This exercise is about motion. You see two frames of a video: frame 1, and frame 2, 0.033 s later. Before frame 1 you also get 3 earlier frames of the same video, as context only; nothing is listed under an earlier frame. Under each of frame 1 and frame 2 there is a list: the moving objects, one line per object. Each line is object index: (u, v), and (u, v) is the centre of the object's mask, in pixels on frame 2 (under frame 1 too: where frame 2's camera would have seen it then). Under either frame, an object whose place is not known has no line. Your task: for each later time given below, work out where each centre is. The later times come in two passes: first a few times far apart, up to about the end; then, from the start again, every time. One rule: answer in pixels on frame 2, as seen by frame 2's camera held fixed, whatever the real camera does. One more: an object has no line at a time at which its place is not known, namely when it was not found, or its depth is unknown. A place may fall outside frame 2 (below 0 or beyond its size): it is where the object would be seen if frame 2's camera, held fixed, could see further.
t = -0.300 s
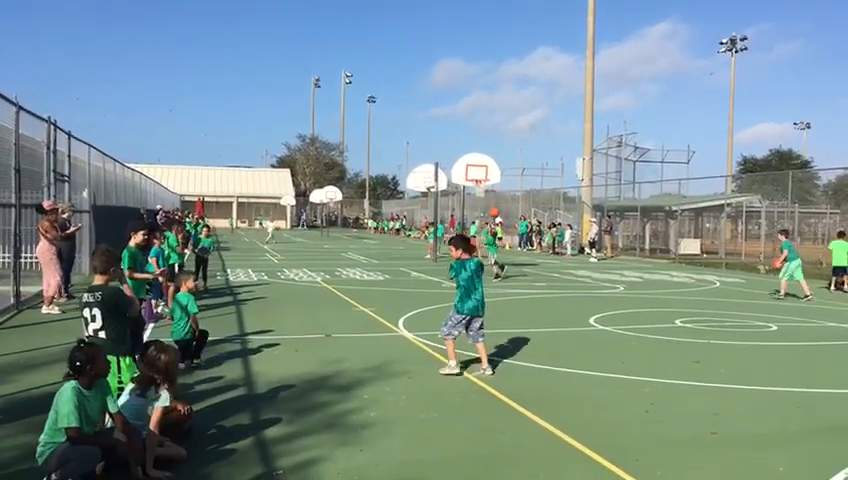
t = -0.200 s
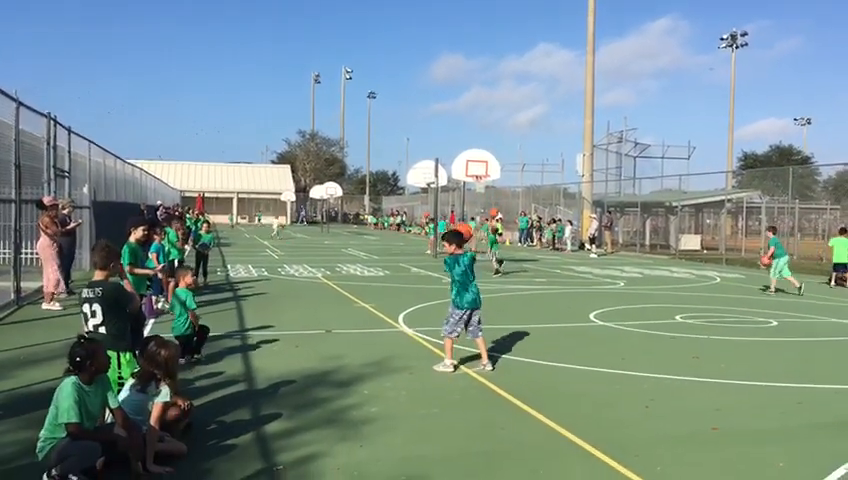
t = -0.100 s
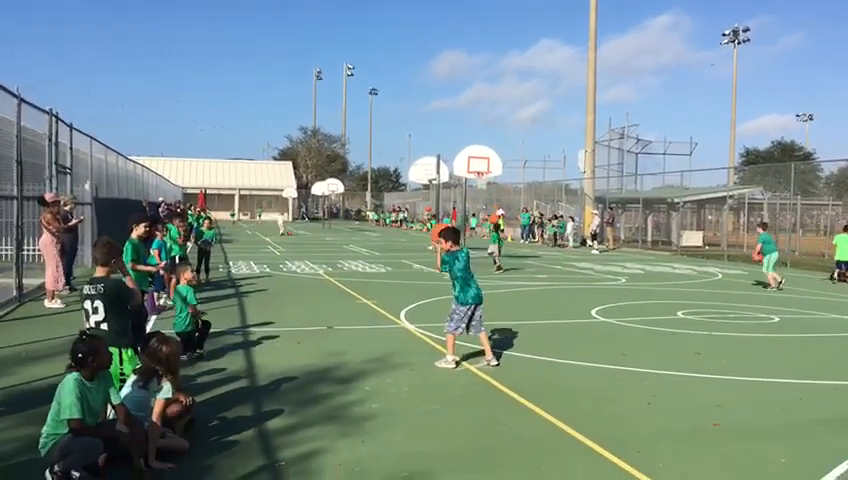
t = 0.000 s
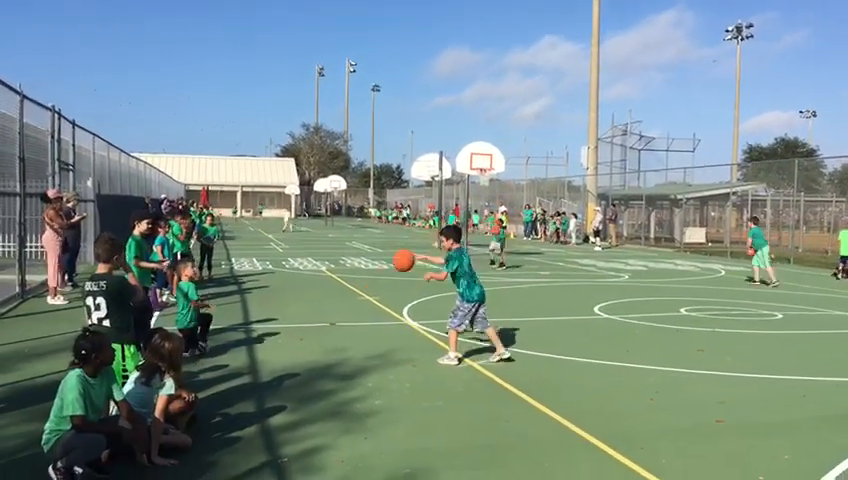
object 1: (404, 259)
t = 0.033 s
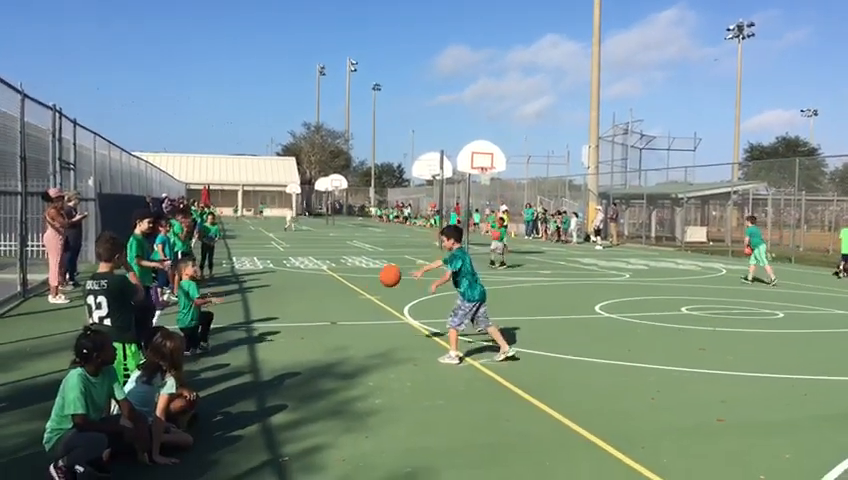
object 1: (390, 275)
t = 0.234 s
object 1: (324, 309)
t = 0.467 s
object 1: (279, 232)
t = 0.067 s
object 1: (376, 293)
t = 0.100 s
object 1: (361, 311)
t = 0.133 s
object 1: (348, 331)
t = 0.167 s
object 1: (337, 340)
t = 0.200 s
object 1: (330, 324)
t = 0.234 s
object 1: (324, 309)
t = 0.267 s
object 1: (317, 294)
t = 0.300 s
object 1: (310, 282)
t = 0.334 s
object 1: (304, 270)
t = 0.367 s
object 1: (297, 259)
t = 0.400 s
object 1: (291, 249)
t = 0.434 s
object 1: (285, 240)
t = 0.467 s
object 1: (279, 232)
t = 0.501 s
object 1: (272, 226)
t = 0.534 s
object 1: (265, 221)
